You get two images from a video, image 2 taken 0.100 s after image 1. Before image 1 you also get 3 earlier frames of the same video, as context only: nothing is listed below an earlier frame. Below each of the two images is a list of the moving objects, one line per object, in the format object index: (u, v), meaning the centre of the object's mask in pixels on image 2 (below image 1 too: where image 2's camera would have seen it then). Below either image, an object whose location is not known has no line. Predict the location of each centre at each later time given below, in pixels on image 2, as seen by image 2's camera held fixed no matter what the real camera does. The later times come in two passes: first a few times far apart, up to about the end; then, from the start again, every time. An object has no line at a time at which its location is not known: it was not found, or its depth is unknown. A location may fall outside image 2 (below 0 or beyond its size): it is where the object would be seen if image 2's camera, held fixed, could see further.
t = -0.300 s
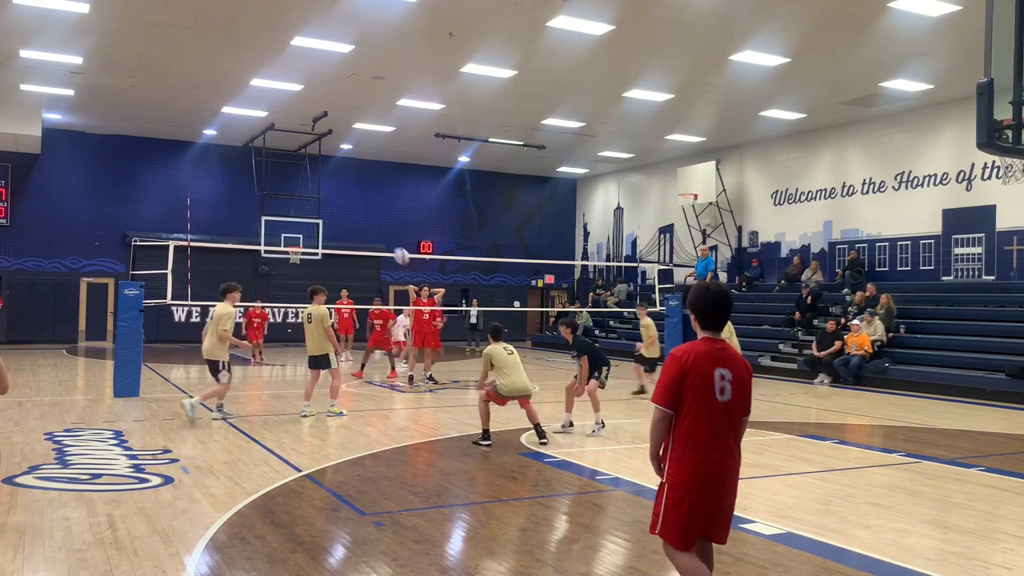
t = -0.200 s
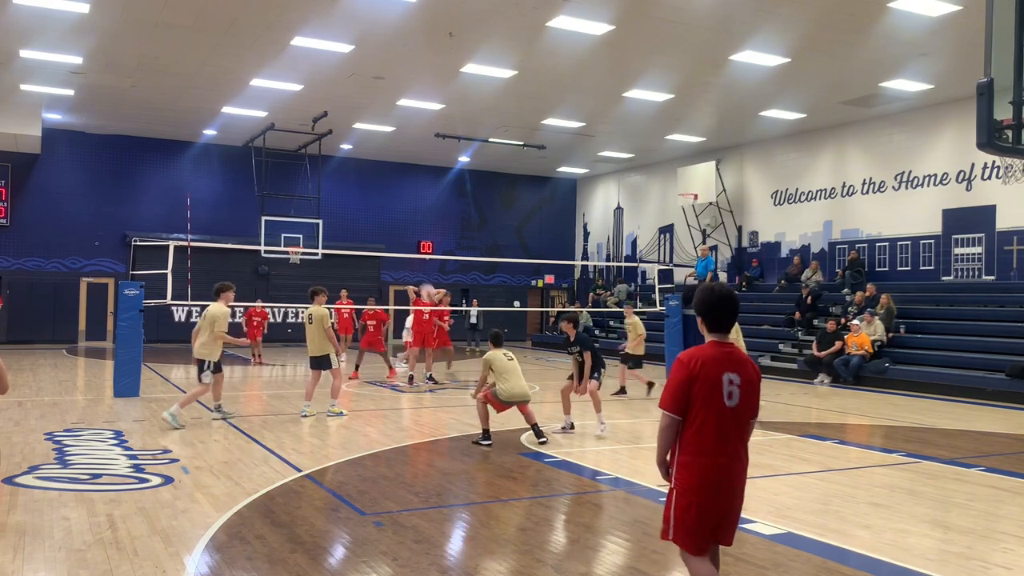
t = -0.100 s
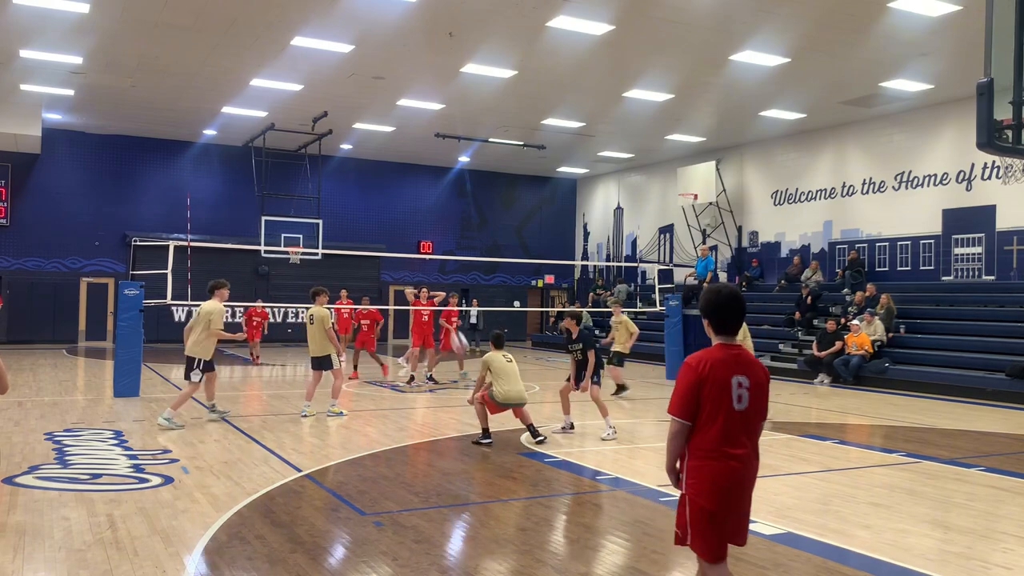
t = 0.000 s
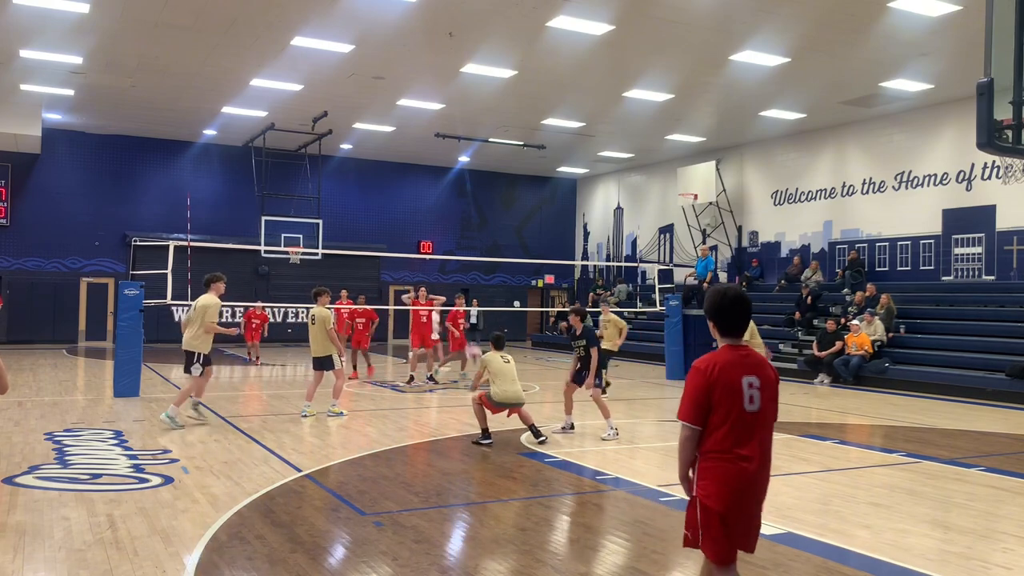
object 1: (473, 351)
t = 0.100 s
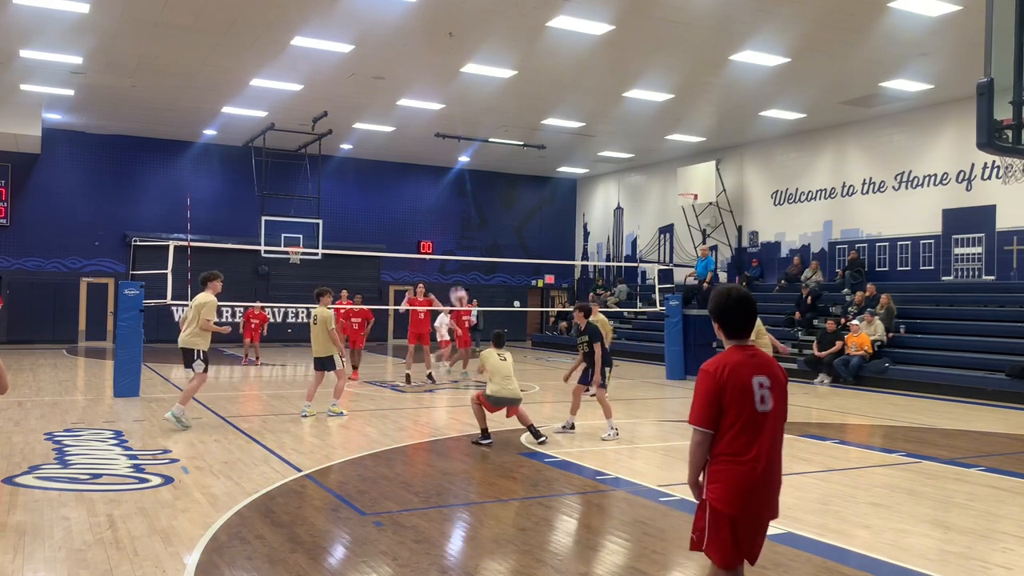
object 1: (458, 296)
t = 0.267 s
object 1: (434, 226)
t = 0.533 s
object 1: (400, 162)
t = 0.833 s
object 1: (365, 154)
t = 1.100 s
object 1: (336, 194)
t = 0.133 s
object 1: (453, 281)
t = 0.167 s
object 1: (448, 266)
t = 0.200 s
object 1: (443, 249)
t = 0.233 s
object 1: (439, 237)
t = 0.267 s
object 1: (434, 226)
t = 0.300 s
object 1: (430, 214)
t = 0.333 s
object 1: (425, 204)
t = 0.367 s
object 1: (421, 194)
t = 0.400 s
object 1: (417, 187)
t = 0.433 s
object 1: (412, 179)
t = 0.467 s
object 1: (408, 172)
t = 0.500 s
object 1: (404, 167)
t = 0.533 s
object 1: (400, 162)
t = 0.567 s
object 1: (396, 158)
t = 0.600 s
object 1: (392, 155)
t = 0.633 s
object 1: (388, 152)
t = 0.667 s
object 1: (384, 151)
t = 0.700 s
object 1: (380, 150)
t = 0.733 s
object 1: (376, 150)
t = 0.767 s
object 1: (373, 150)
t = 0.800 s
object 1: (369, 151)
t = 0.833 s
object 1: (365, 154)
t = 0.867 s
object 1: (361, 156)
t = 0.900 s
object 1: (358, 160)
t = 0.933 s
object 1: (354, 164)
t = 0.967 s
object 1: (350, 168)
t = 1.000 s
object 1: (347, 174)
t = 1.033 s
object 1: (343, 180)
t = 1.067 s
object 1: (340, 187)
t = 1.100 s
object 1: (336, 194)
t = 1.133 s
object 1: (333, 202)
